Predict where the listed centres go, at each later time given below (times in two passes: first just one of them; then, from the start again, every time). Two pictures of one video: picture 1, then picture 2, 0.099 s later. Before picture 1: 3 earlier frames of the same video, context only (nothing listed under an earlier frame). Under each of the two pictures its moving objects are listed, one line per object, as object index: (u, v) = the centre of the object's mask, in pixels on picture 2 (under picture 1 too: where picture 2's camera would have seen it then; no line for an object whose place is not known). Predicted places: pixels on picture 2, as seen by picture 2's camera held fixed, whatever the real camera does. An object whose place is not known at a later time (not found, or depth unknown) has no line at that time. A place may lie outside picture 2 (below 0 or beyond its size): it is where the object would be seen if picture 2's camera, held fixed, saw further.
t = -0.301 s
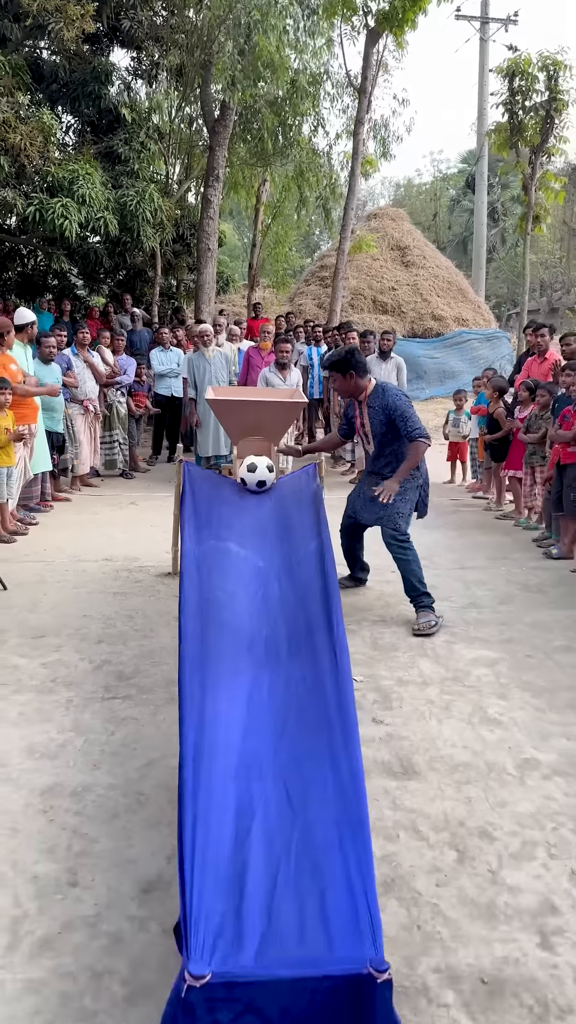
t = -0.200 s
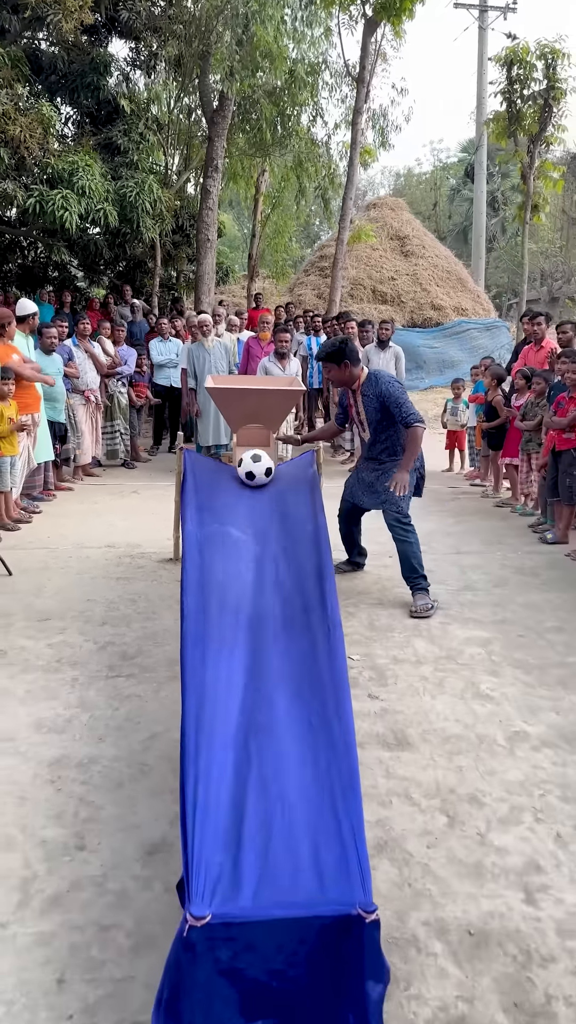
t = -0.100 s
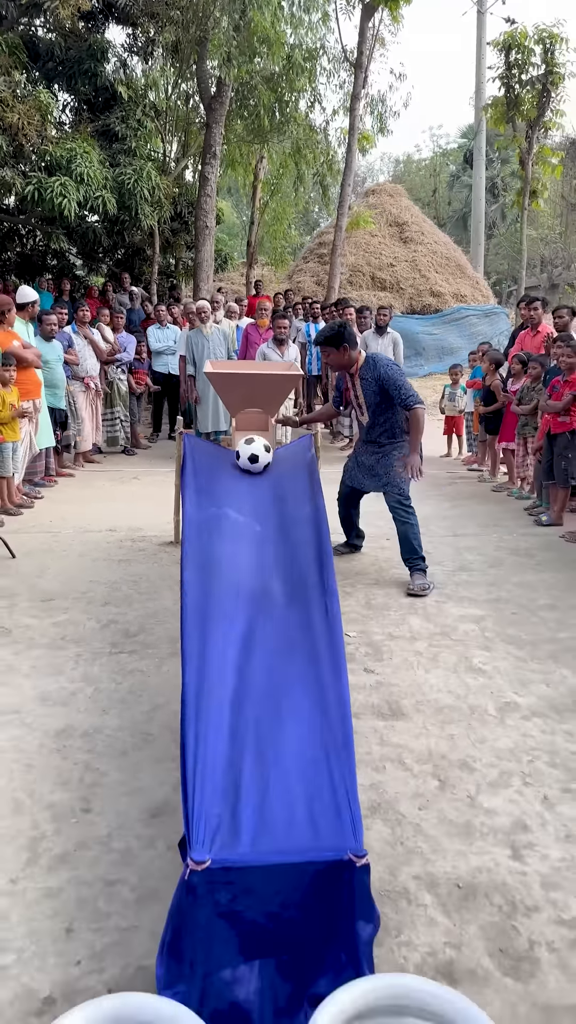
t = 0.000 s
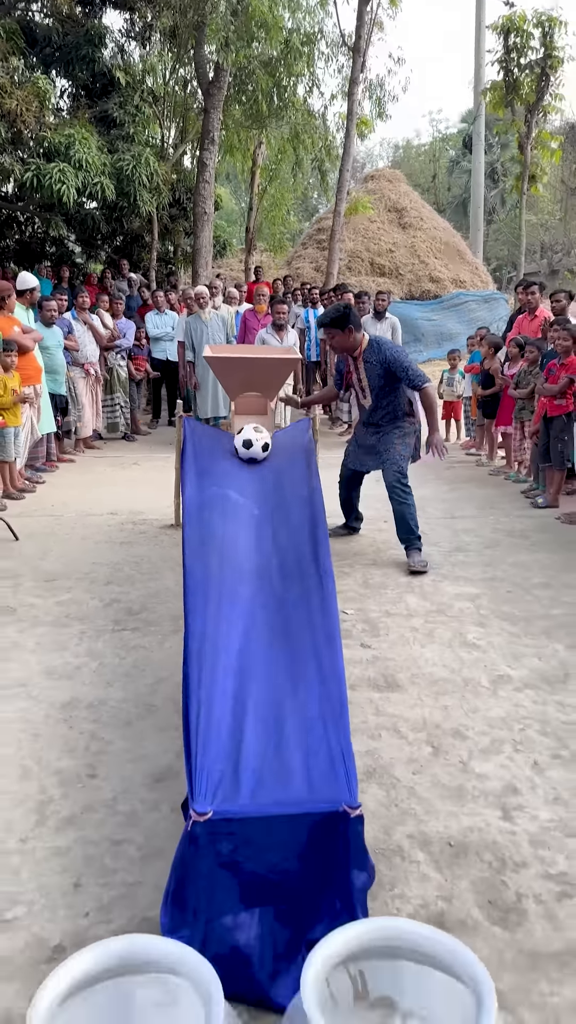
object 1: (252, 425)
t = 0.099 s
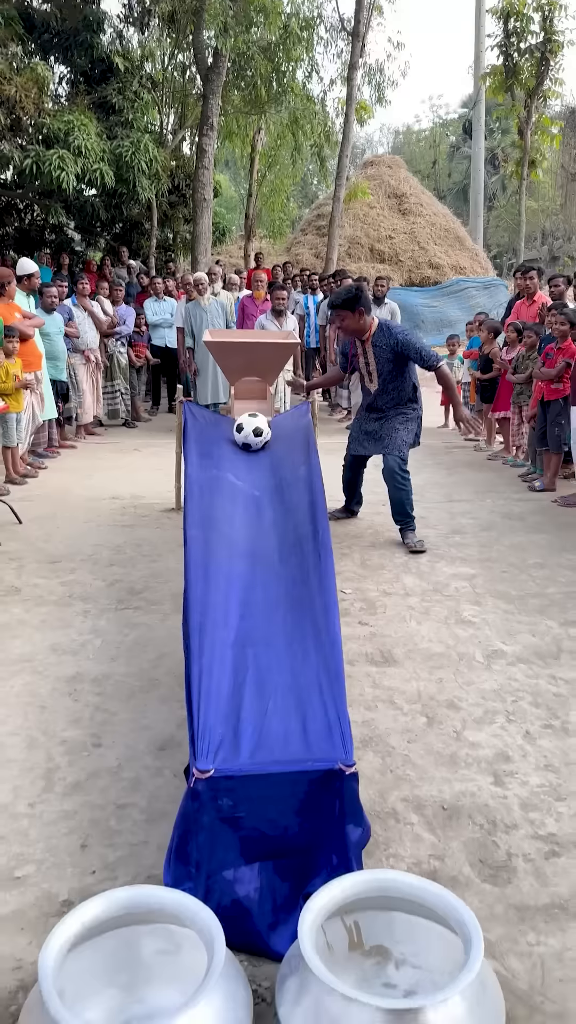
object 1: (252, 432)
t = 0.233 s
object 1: (254, 442)
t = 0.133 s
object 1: (252, 434)
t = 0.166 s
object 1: (253, 436)
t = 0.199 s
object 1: (253, 439)
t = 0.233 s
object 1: (254, 442)
